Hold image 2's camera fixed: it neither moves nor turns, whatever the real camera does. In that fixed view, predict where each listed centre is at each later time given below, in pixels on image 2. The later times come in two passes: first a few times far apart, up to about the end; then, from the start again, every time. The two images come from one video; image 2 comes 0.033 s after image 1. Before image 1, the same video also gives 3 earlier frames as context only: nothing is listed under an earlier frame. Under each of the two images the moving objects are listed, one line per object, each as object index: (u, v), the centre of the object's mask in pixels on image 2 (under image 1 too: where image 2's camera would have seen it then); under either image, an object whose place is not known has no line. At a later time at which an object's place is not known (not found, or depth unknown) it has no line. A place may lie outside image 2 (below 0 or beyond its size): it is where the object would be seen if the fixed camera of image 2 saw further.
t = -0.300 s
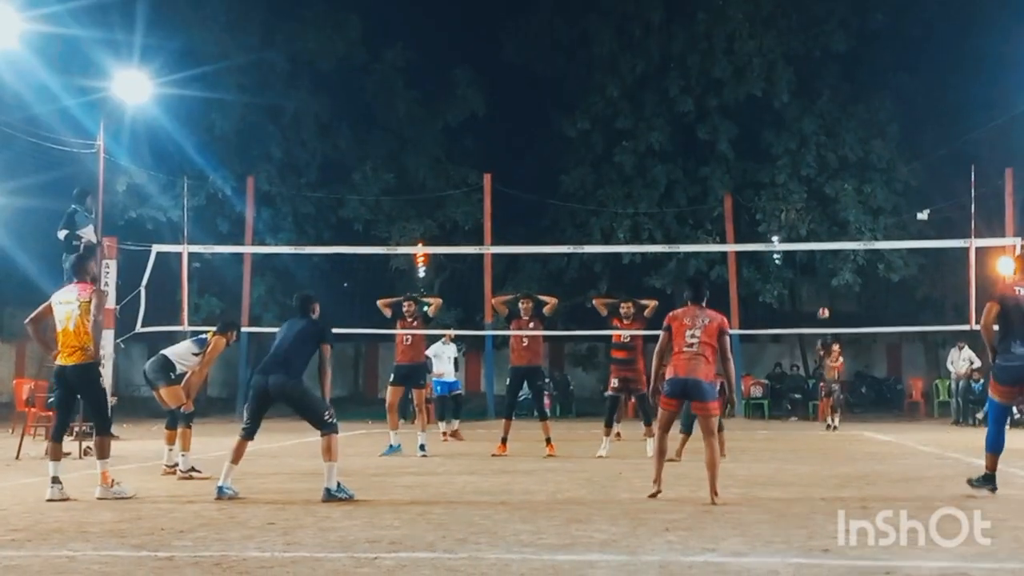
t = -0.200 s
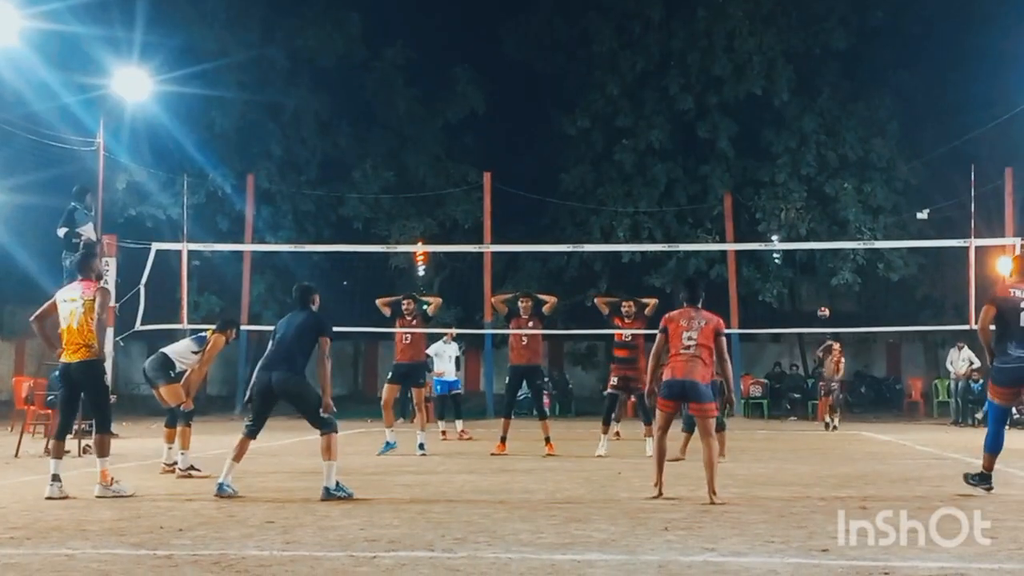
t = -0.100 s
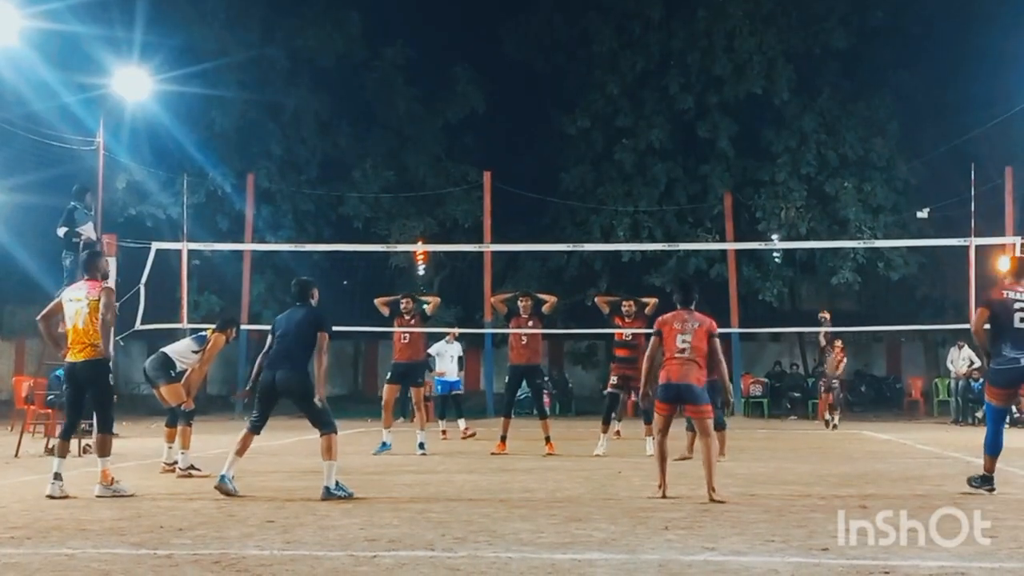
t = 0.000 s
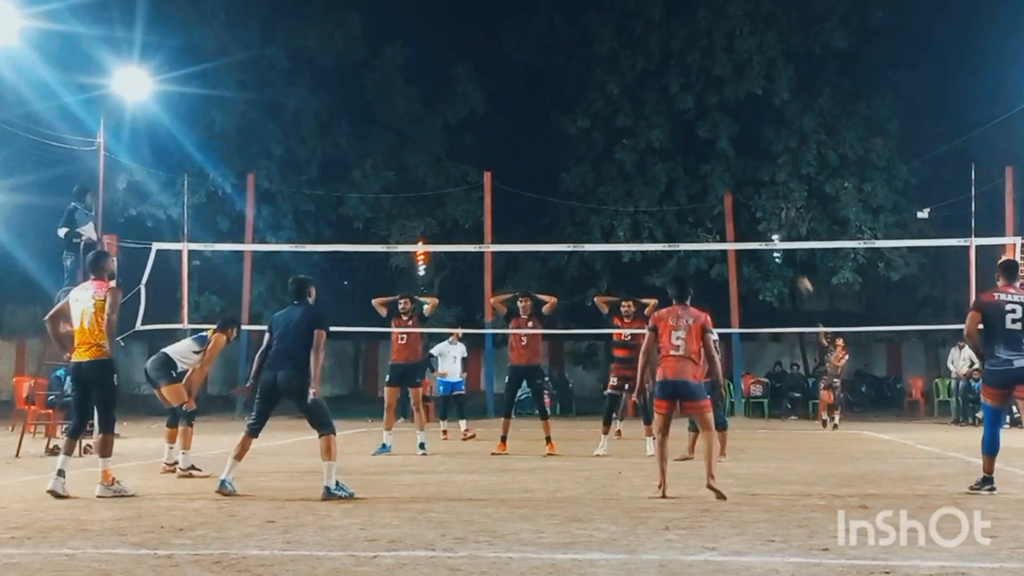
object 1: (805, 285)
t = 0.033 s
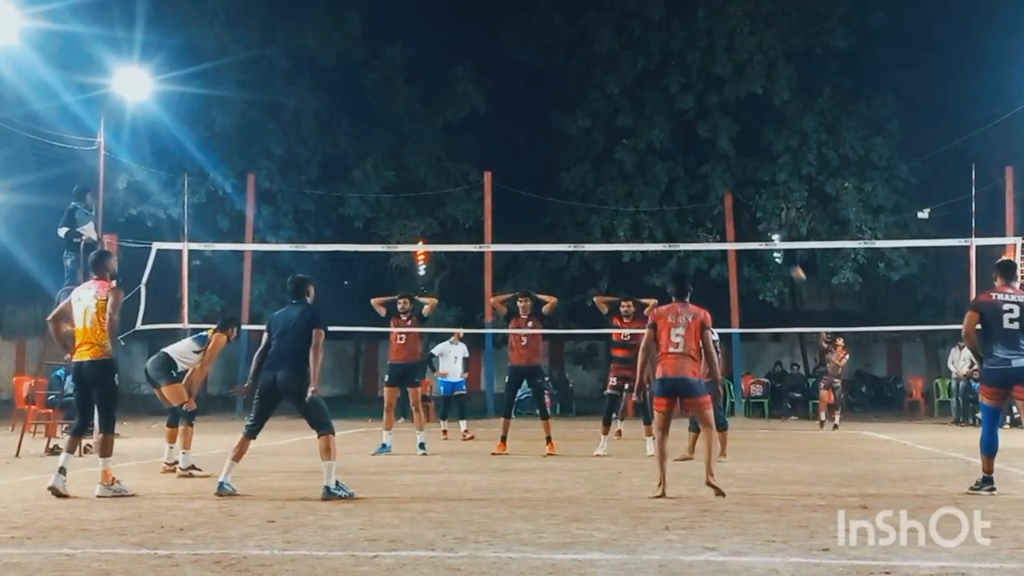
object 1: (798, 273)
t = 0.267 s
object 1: (740, 201)
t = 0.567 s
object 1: (648, 146)
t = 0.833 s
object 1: (538, 143)
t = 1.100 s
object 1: (395, 213)
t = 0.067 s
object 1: (790, 261)
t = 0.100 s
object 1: (783, 253)
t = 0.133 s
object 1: (773, 237)
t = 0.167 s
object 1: (767, 230)
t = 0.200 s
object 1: (759, 221)
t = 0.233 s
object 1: (750, 210)
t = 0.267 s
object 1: (740, 201)
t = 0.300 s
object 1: (733, 193)
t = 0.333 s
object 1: (723, 186)
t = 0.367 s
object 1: (714, 178)
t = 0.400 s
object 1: (703, 171)
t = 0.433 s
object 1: (693, 165)
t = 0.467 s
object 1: (683, 159)
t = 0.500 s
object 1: (672, 154)
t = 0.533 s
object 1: (660, 149)
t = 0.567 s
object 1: (648, 146)
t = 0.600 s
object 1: (636, 143)
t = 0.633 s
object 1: (623, 140)
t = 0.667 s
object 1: (611, 139)
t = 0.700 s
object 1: (597, 138)
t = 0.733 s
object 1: (582, 138)
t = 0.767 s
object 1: (569, 139)
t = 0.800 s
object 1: (554, 140)
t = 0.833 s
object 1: (538, 143)
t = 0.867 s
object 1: (523, 147)
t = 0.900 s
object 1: (507, 152)
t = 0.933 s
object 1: (490, 158)
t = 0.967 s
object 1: (473, 166)
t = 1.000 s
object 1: (455, 175)
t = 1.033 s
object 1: (435, 186)
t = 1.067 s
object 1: (415, 199)
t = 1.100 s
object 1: (395, 213)
